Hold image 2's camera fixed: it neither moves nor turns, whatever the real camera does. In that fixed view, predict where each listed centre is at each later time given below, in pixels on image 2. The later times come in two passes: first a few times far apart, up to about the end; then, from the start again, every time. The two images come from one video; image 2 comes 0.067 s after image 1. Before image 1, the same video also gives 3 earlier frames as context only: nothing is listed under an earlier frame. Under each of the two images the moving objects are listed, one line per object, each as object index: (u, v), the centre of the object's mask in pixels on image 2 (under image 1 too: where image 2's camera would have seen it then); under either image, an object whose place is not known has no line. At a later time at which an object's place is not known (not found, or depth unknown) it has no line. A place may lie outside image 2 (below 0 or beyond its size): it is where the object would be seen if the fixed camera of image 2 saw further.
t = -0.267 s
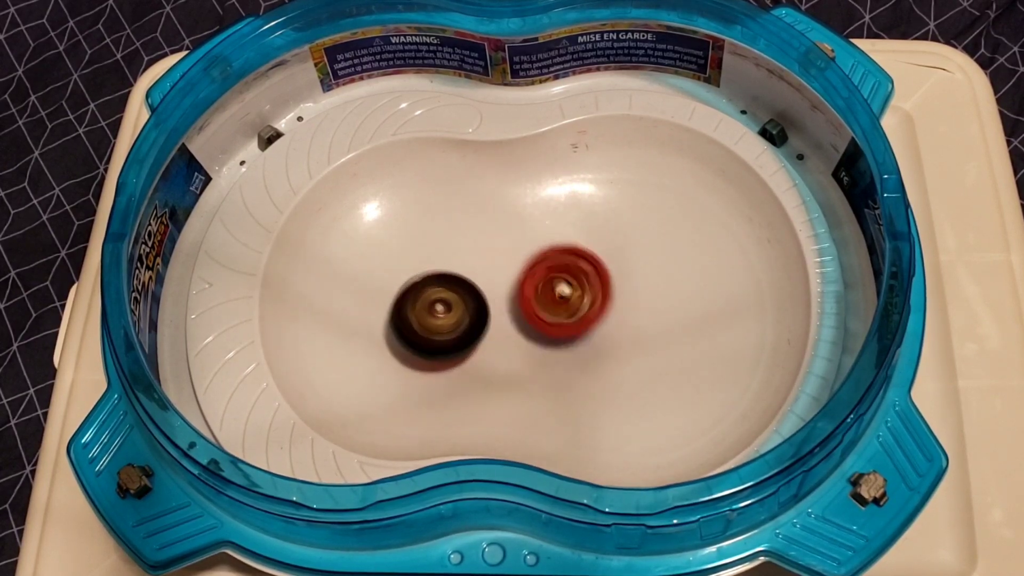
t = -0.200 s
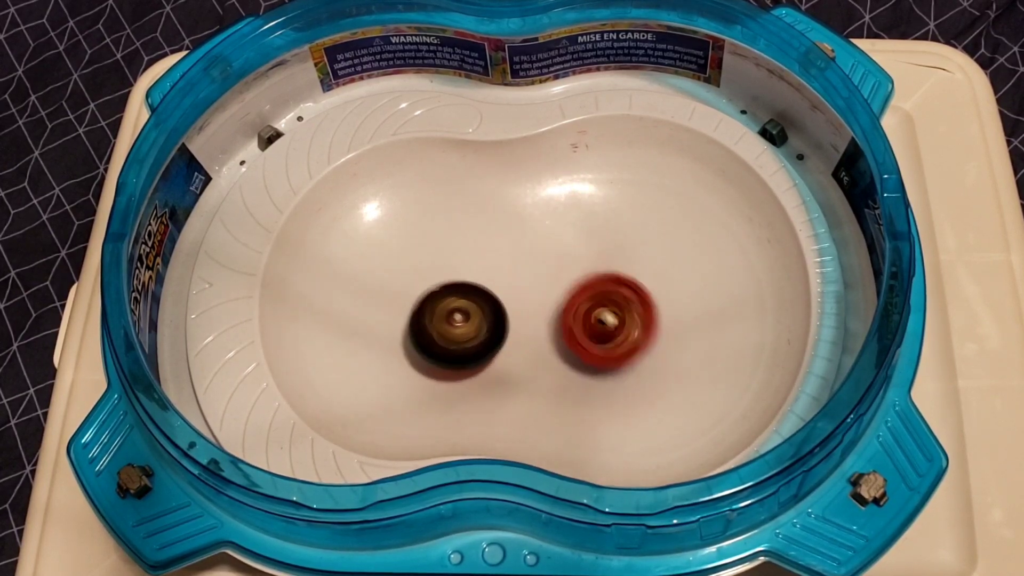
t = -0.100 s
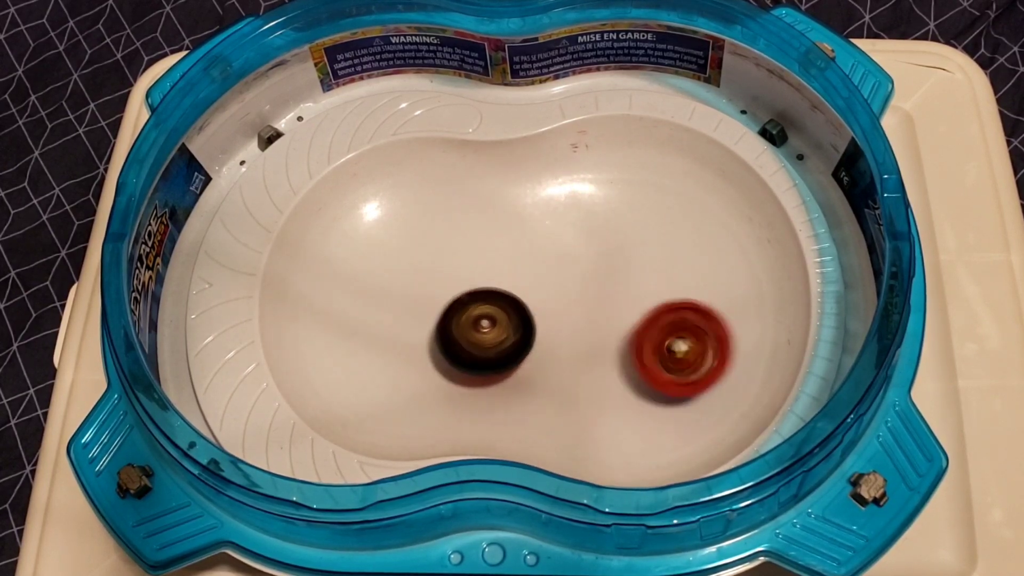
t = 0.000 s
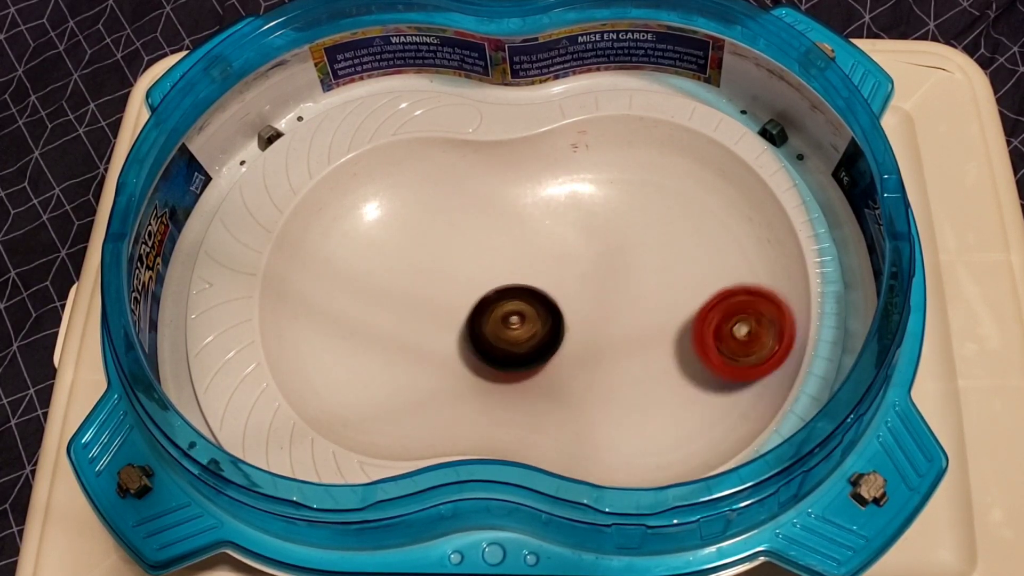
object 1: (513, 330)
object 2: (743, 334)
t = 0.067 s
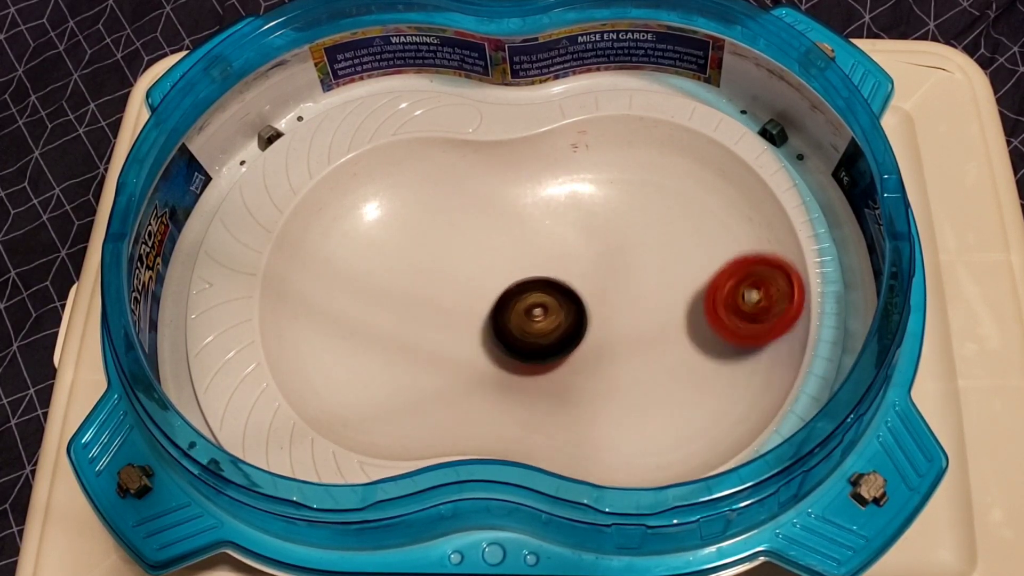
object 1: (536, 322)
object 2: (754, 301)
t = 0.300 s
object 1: (606, 294)
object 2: (677, 227)
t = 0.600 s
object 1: (629, 311)
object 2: (597, 223)
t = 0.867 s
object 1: (640, 356)
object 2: (559, 294)
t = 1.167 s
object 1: (637, 347)
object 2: (535, 314)
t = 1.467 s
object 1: (663, 289)
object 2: (504, 286)
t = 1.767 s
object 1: (649, 254)
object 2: (496, 267)
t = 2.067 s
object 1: (614, 247)
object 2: (526, 298)
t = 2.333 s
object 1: (629, 275)
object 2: (560, 364)
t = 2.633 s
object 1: (628, 305)
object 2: (638, 398)
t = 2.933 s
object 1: (615, 269)
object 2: (686, 343)
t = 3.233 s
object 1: (613, 209)
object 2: (641, 298)
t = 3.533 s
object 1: (636, 227)
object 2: (597, 342)
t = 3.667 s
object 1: (632, 263)
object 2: (599, 358)
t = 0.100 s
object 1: (549, 317)
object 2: (747, 283)
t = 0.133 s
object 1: (564, 310)
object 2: (735, 266)
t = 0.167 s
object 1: (580, 303)
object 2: (718, 255)
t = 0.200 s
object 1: (596, 295)
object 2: (696, 251)
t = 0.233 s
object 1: (602, 292)
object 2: (688, 242)
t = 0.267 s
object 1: (604, 292)
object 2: (681, 234)
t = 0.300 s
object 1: (606, 294)
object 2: (677, 227)
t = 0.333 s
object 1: (606, 297)
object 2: (673, 215)
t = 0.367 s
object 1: (606, 299)
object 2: (666, 206)
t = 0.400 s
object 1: (607, 300)
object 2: (656, 200)
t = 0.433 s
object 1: (610, 301)
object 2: (646, 196)
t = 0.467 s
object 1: (612, 301)
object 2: (635, 196)
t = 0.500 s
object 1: (616, 302)
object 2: (623, 199)
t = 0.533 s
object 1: (620, 302)
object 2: (612, 206)
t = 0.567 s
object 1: (623, 305)
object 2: (603, 216)
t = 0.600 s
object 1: (629, 311)
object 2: (597, 223)
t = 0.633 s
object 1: (633, 318)
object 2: (588, 231)
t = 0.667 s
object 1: (637, 324)
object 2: (579, 240)
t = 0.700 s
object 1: (639, 331)
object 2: (571, 249)
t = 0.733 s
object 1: (641, 337)
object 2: (564, 259)
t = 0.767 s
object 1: (642, 343)
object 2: (561, 268)
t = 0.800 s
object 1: (641, 348)
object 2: (559, 278)
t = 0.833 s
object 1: (639, 352)
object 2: (560, 288)
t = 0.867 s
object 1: (640, 356)
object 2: (559, 294)
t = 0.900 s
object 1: (642, 361)
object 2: (554, 298)
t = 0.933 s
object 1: (642, 366)
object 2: (550, 302)
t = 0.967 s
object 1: (642, 368)
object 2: (547, 305)
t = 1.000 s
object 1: (640, 368)
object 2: (544, 307)
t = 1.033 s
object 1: (638, 366)
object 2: (541, 310)
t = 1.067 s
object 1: (636, 363)
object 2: (539, 313)
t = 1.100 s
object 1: (634, 359)
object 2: (539, 315)
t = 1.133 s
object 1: (634, 353)
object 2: (540, 316)
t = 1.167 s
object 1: (637, 347)
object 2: (535, 314)
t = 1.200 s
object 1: (639, 342)
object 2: (531, 312)
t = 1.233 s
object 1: (642, 336)
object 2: (527, 310)
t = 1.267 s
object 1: (645, 329)
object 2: (522, 307)
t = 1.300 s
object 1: (649, 322)
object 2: (518, 304)
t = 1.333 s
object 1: (652, 315)
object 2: (515, 301)
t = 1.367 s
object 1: (654, 309)
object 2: (512, 297)
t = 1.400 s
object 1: (658, 302)
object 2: (509, 293)
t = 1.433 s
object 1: (661, 295)
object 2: (506, 289)
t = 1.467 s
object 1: (663, 289)
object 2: (504, 286)
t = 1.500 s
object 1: (664, 283)
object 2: (502, 282)
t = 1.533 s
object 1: (665, 279)
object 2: (500, 278)
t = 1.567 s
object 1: (665, 274)
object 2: (498, 275)
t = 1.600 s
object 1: (664, 269)
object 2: (497, 273)
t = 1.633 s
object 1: (662, 266)
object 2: (497, 270)
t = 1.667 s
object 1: (660, 263)
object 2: (496, 268)
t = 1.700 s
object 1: (657, 259)
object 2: (496, 267)
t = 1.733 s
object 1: (653, 257)
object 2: (496, 267)
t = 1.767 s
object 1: (649, 254)
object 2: (496, 267)
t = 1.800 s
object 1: (644, 253)
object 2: (498, 268)
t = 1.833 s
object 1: (640, 250)
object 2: (499, 269)
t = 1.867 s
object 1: (634, 248)
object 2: (502, 271)
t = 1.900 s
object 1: (629, 247)
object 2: (506, 275)
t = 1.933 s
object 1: (625, 246)
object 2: (510, 278)
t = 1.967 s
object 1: (622, 245)
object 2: (514, 281)
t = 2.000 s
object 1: (618, 247)
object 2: (519, 286)
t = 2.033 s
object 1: (614, 248)
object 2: (526, 290)
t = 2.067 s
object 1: (614, 247)
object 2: (526, 298)
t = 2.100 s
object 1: (617, 244)
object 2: (524, 309)
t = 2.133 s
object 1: (620, 245)
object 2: (523, 322)
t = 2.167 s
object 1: (622, 247)
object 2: (525, 331)
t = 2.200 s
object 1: (625, 251)
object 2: (528, 339)
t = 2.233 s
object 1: (627, 255)
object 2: (533, 347)
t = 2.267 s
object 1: (628, 261)
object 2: (541, 354)
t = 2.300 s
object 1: (629, 267)
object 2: (551, 360)
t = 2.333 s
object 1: (629, 275)
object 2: (560, 364)
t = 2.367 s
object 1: (627, 283)
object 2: (570, 367)
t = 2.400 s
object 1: (626, 289)
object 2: (580, 371)
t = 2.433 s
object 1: (626, 293)
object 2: (586, 376)
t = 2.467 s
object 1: (626, 297)
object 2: (592, 383)
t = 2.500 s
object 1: (627, 300)
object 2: (601, 389)
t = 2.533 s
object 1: (627, 303)
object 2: (608, 392)
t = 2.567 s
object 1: (627, 304)
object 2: (618, 395)
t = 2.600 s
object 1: (627, 305)
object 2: (626, 398)
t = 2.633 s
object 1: (628, 305)
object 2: (638, 398)
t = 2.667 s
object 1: (629, 304)
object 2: (647, 395)
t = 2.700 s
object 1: (628, 304)
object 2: (656, 391)
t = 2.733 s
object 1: (628, 301)
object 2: (663, 387)
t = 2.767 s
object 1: (626, 299)
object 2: (669, 380)
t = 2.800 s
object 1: (625, 295)
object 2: (675, 374)
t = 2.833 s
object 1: (624, 290)
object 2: (679, 366)
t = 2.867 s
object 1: (620, 285)
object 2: (683, 359)
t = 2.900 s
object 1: (617, 277)
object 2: (685, 351)
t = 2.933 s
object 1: (615, 269)
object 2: (686, 343)
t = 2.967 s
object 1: (615, 262)
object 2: (683, 334)
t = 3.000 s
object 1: (614, 255)
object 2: (680, 325)
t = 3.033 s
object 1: (611, 245)
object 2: (677, 321)
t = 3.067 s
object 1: (608, 237)
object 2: (674, 316)
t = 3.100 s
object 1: (608, 229)
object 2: (670, 312)
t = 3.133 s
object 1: (608, 221)
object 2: (665, 307)
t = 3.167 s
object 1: (610, 214)
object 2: (657, 303)
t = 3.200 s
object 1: (611, 212)
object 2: (649, 299)
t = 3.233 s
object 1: (613, 209)
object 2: (641, 298)
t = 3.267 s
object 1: (616, 207)
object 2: (633, 297)
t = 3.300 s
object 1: (618, 204)
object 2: (625, 300)
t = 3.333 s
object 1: (619, 199)
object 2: (619, 308)
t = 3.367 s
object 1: (623, 198)
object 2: (612, 315)
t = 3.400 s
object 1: (627, 199)
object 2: (607, 322)
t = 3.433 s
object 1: (630, 202)
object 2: (603, 328)
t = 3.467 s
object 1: (633, 209)
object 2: (599, 334)
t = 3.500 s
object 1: (634, 218)
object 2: (598, 339)
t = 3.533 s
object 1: (636, 227)
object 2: (597, 342)
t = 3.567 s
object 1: (635, 238)
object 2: (597, 346)
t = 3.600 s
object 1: (635, 248)
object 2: (599, 348)
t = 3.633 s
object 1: (634, 262)
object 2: (601, 348)
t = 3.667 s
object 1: (632, 263)
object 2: (599, 358)
